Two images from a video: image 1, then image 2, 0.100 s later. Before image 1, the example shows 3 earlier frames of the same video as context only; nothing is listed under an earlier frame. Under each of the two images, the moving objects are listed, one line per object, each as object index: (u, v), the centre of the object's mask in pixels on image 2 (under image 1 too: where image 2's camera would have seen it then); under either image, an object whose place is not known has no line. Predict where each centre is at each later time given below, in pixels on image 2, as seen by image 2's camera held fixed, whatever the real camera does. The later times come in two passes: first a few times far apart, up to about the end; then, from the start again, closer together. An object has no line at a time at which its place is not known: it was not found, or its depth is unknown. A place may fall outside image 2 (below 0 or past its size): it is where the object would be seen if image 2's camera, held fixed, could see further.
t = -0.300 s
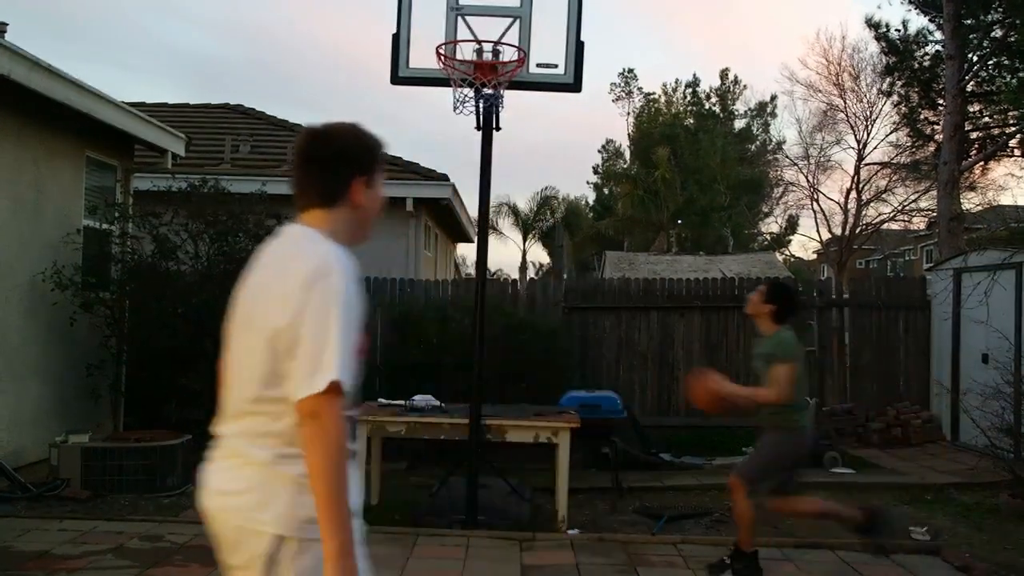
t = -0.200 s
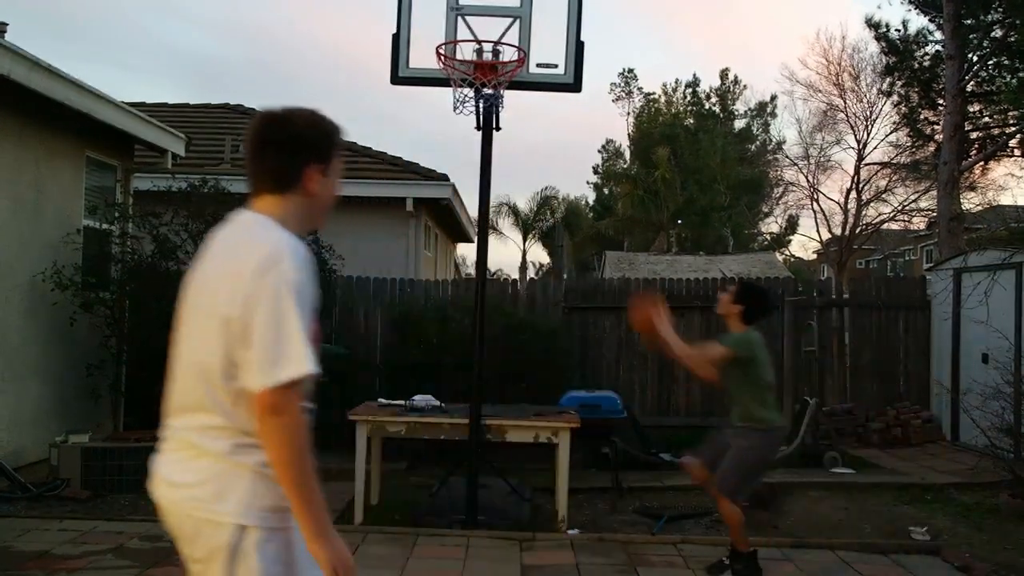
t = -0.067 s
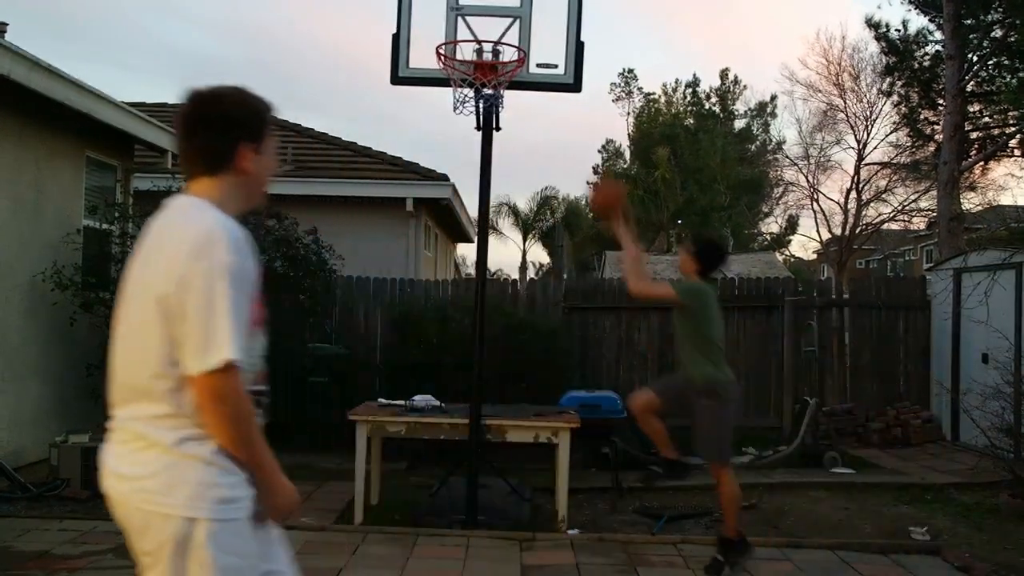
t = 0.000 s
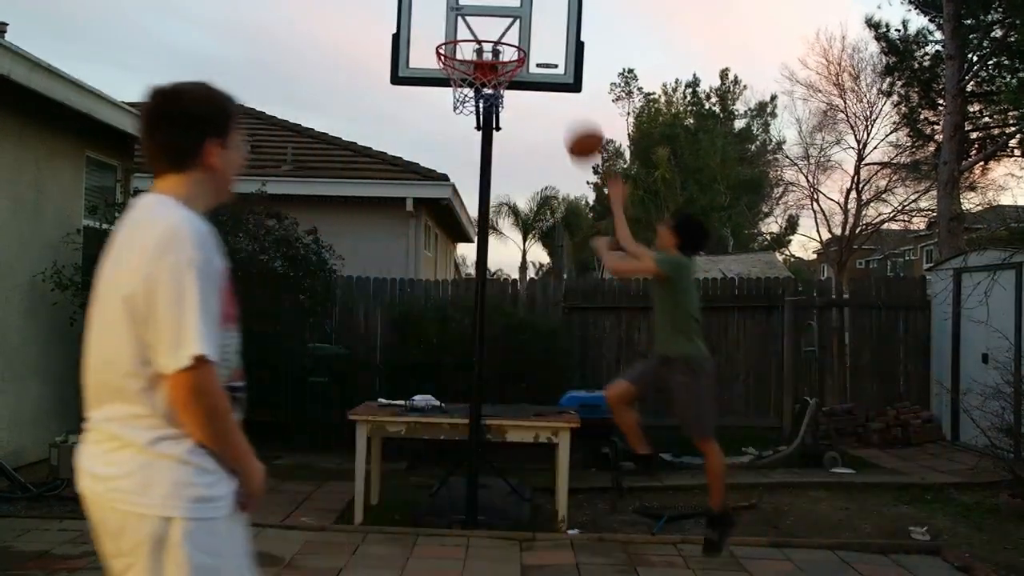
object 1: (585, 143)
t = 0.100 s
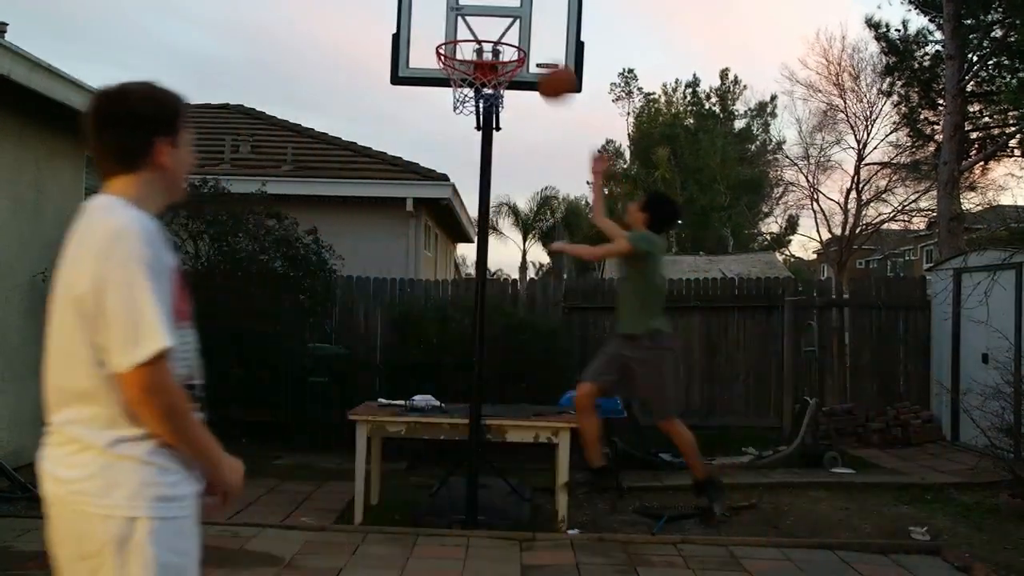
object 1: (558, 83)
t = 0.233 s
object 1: (520, 28)
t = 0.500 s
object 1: (464, 19)
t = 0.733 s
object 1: (470, 26)
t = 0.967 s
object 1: (499, 89)
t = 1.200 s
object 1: (485, 163)
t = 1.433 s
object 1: (469, 320)
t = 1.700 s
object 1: (449, 473)
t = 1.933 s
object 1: (429, 373)
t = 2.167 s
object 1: (401, 359)
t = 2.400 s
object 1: (360, 471)
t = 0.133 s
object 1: (546, 67)
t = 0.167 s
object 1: (537, 50)
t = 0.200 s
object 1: (527, 37)
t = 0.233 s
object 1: (520, 28)
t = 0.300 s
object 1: (506, 16)
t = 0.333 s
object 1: (499, 14)
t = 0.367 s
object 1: (492, 13)
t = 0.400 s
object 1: (485, 13)
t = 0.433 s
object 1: (478, 14)
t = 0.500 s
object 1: (464, 19)
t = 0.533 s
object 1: (456, 24)
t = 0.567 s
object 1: (451, 32)
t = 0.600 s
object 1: (454, 28)
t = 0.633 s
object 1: (458, 25)
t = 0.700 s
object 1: (467, 23)
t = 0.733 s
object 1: (470, 26)
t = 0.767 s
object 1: (474, 30)
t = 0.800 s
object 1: (479, 36)
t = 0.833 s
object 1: (483, 46)
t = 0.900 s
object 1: (492, 68)
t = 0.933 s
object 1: (497, 78)
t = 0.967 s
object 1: (499, 89)
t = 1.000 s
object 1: (499, 104)
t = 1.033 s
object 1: (497, 108)
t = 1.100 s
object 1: (492, 123)
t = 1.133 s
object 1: (490, 135)
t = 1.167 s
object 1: (487, 148)
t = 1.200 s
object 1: (485, 163)
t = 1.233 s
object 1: (483, 180)
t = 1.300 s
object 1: (478, 223)
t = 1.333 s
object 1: (476, 241)
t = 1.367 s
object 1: (474, 272)
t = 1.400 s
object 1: (471, 297)
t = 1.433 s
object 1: (469, 320)
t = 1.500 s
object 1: (464, 381)
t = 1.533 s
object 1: (463, 412)
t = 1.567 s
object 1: (460, 450)
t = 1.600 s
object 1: (456, 484)
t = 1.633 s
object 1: (454, 513)
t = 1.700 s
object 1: (449, 473)
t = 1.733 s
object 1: (446, 455)
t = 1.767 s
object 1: (444, 442)
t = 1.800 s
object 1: (442, 425)
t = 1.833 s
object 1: (439, 408)
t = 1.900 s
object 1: (433, 382)
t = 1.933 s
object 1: (429, 373)
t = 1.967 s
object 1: (426, 366)
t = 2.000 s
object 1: (423, 360)
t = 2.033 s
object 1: (419, 356)
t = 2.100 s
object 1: (411, 353)
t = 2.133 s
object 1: (407, 354)
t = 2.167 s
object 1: (401, 359)
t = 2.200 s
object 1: (397, 366)
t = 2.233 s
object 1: (391, 374)
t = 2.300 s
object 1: (380, 403)
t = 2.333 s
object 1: (373, 422)
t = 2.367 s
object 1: (367, 446)
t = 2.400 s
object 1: (360, 471)
